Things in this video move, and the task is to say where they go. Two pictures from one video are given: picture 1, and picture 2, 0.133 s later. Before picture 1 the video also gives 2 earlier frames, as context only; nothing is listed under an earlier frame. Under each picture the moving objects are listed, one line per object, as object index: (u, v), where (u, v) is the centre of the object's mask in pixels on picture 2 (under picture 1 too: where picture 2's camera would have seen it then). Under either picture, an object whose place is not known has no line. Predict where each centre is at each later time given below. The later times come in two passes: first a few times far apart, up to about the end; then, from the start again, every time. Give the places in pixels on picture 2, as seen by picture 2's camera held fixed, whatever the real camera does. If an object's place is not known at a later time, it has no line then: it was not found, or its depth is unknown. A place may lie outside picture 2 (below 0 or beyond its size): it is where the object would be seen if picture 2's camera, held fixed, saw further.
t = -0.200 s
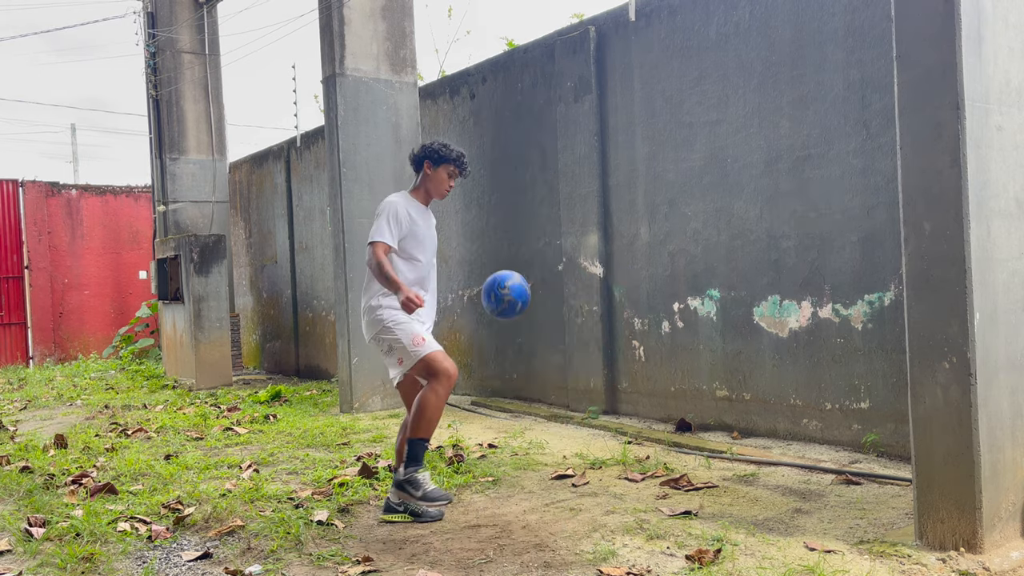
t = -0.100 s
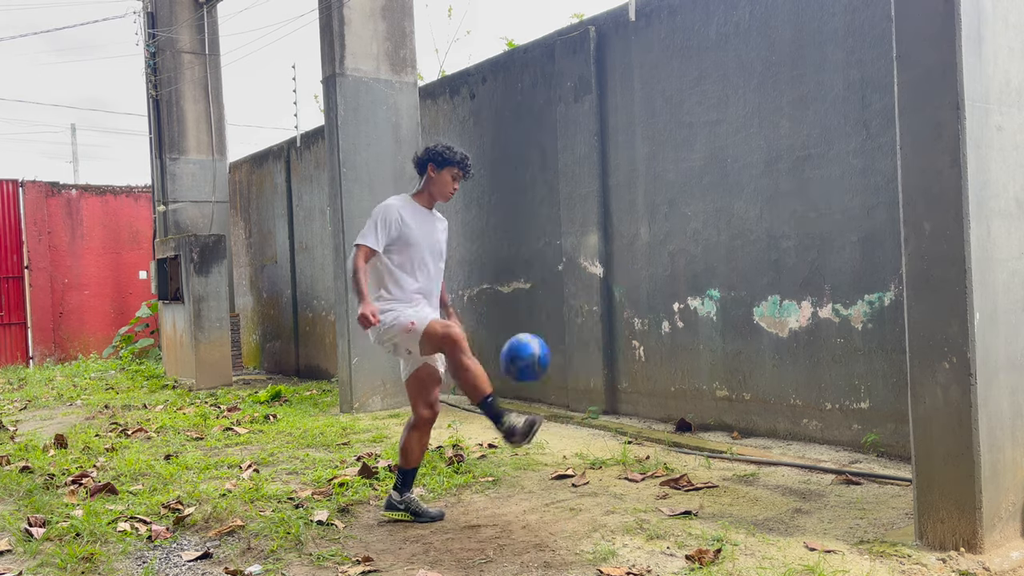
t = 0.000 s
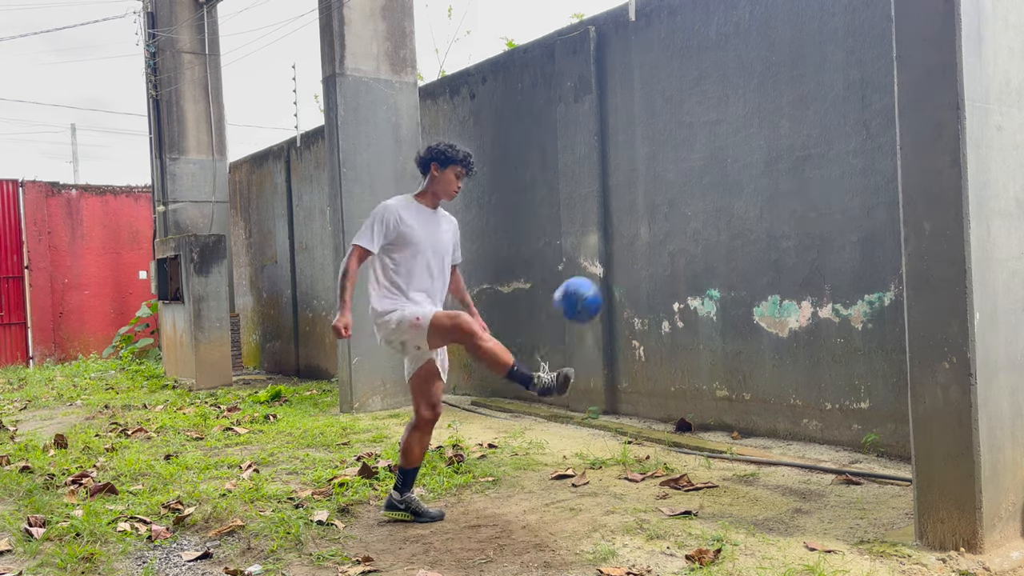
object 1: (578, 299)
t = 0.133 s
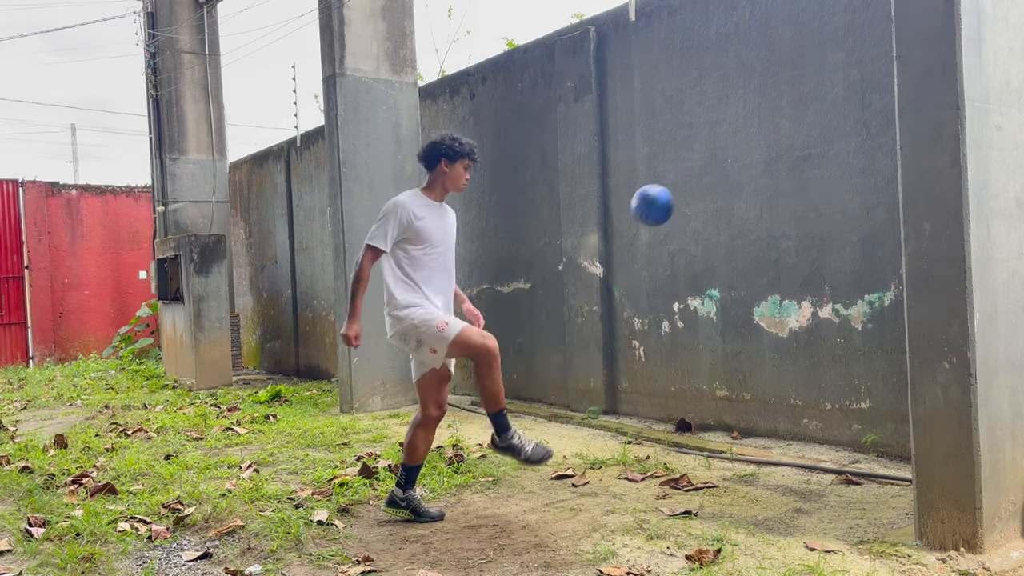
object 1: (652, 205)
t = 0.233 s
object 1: (700, 166)
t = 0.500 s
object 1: (670, 138)
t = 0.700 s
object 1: (577, 188)
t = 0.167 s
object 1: (669, 189)
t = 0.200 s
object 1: (684, 177)
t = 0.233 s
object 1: (700, 166)
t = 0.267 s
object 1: (714, 159)
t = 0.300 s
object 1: (728, 153)
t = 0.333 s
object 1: (741, 150)
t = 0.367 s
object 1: (730, 144)
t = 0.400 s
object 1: (715, 140)
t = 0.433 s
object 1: (700, 137)
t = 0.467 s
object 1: (685, 136)
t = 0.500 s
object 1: (670, 138)
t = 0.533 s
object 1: (655, 141)
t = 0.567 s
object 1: (640, 146)
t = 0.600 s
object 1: (624, 154)
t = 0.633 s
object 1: (609, 163)
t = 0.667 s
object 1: (593, 174)
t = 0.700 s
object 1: (577, 188)
